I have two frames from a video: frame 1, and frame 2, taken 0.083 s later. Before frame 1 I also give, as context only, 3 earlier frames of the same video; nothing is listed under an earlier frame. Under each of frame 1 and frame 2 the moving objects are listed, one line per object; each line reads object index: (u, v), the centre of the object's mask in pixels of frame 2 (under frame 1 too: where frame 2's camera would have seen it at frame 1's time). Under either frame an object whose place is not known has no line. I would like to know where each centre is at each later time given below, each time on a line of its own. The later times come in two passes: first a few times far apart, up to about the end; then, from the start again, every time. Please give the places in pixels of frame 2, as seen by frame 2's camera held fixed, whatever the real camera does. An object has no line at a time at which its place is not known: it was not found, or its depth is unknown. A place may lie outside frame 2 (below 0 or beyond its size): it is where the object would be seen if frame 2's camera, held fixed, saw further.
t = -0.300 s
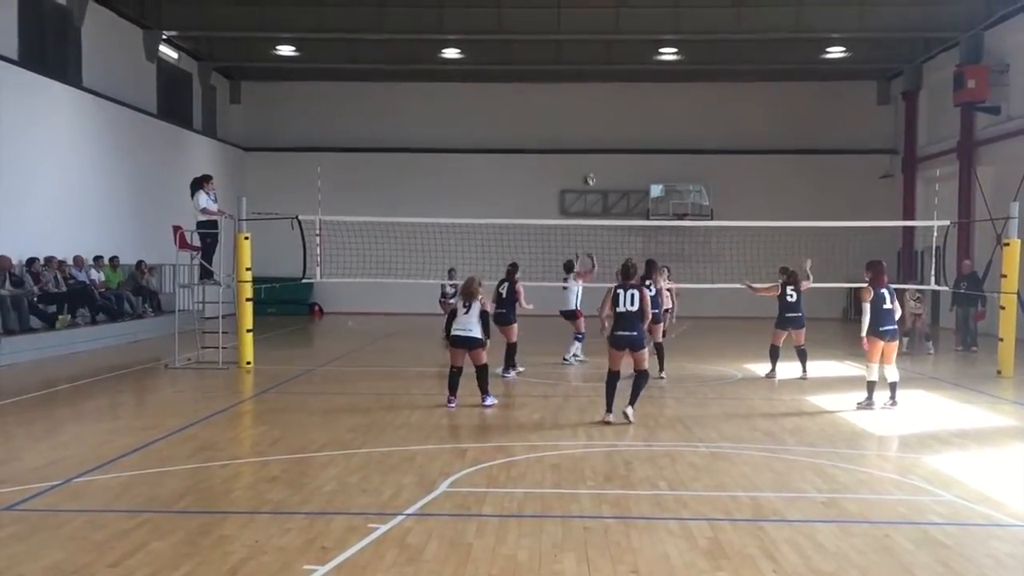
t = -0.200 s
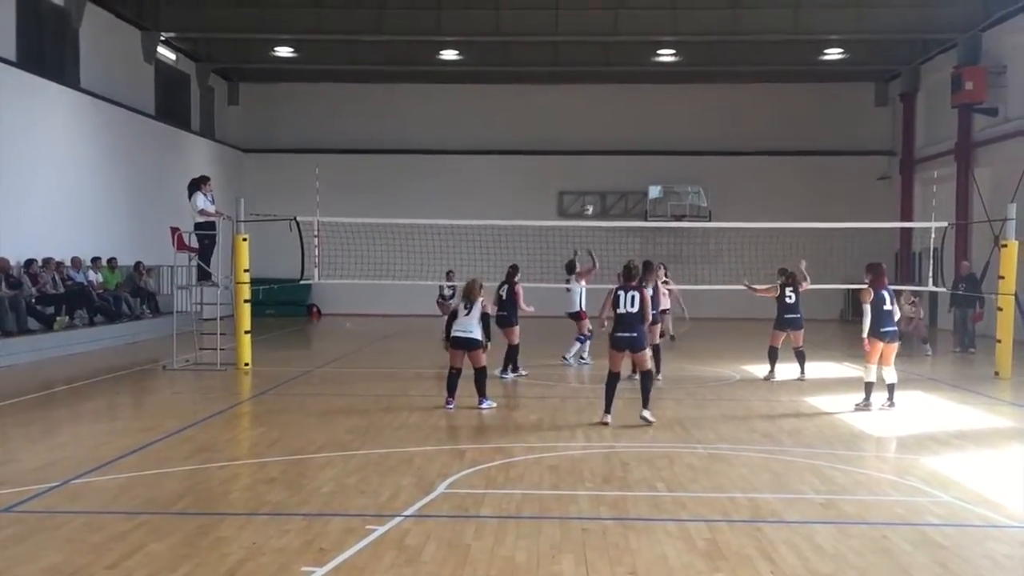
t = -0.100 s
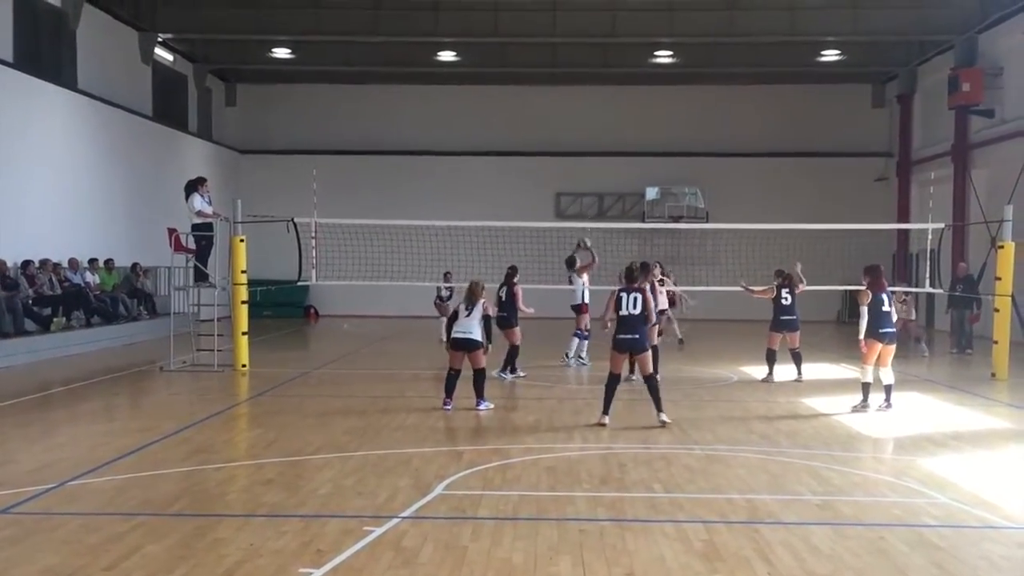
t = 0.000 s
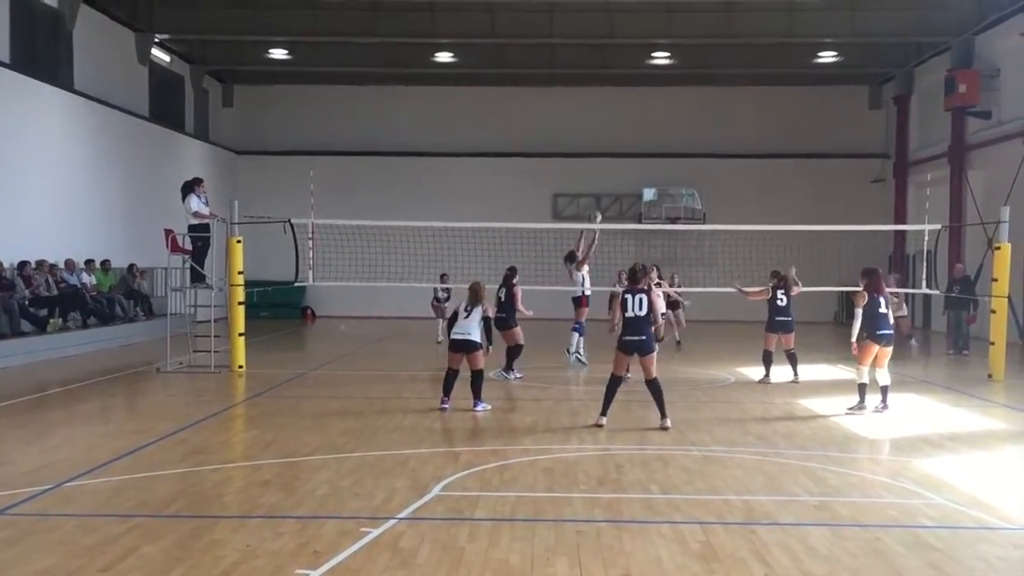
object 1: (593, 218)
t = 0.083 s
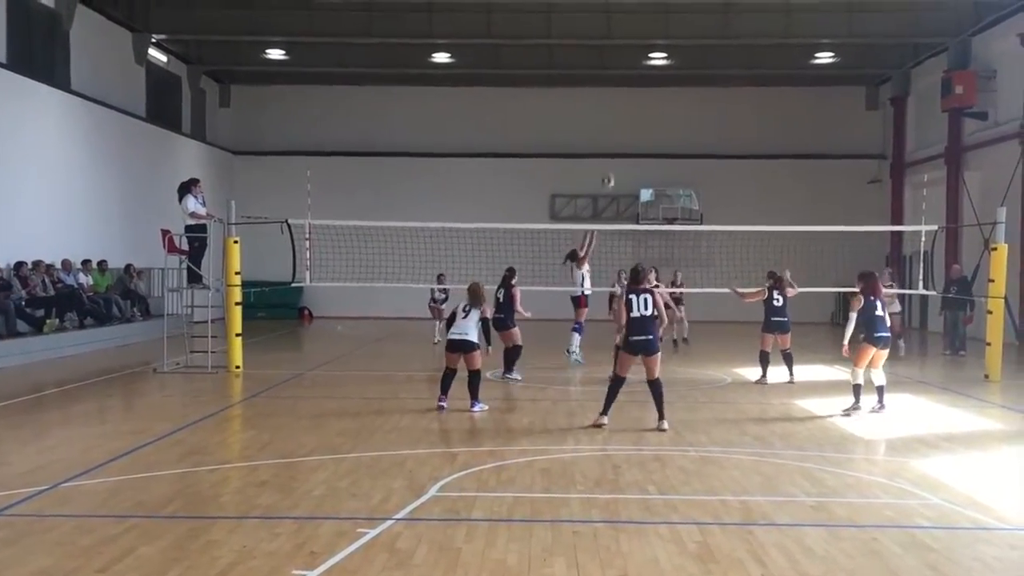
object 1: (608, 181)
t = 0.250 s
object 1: (639, 123)
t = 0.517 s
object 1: (688, 70)
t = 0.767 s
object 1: (733, 61)
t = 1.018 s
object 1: (776, 89)
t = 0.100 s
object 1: (611, 175)
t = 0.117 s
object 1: (614, 169)
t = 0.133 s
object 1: (618, 161)
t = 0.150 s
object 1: (622, 156)
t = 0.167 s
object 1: (623, 150)
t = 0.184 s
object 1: (627, 146)
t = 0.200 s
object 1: (630, 139)
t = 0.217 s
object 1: (633, 133)
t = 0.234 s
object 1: (636, 127)
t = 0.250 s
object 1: (639, 123)
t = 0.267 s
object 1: (643, 118)
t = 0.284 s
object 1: (646, 113)
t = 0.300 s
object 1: (649, 109)
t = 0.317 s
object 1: (652, 105)
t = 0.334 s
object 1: (655, 101)
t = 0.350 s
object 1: (658, 97)
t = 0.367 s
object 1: (662, 94)
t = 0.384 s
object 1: (665, 90)
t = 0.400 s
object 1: (668, 87)
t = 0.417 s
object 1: (671, 84)
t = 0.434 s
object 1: (674, 82)
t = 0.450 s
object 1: (677, 79)
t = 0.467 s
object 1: (680, 76)
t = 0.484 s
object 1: (682, 74)
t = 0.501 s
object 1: (685, 72)
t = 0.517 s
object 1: (688, 70)
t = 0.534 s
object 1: (690, 69)
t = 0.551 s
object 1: (691, 68)
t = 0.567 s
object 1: (695, 67)
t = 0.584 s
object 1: (701, 64)
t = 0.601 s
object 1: (704, 63)
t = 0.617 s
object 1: (707, 62)
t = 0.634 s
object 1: (710, 61)
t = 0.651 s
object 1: (712, 60)
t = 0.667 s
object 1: (715, 59)
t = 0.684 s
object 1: (718, 59)
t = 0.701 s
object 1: (721, 59)
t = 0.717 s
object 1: (724, 59)
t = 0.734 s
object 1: (727, 60)
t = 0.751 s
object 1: (730, 60)
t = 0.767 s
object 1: (733, 61)
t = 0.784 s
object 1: (736, 61)
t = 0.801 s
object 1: (739, 62)
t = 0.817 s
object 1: (742, 63)
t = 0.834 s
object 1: (745, 64)
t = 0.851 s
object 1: (747, 65)
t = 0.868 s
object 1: (750, 67)
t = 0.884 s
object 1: (753, 69)
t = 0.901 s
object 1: (756, 70)
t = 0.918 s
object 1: (759, 73)
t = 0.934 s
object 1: (761, 75)
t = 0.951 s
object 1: (765, 78)
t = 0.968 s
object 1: (768, 80)
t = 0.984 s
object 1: (770, 83)
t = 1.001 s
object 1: (773, 85)
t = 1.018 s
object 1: (776, 89)
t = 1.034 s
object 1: (779, 93)
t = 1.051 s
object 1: (782, 96)
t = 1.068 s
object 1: (784, 99)
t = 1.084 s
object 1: (787, 103)
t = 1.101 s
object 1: (790, 107)
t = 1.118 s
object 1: (793, 111)
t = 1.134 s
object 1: (796, 115)
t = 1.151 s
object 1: (798, 120)
